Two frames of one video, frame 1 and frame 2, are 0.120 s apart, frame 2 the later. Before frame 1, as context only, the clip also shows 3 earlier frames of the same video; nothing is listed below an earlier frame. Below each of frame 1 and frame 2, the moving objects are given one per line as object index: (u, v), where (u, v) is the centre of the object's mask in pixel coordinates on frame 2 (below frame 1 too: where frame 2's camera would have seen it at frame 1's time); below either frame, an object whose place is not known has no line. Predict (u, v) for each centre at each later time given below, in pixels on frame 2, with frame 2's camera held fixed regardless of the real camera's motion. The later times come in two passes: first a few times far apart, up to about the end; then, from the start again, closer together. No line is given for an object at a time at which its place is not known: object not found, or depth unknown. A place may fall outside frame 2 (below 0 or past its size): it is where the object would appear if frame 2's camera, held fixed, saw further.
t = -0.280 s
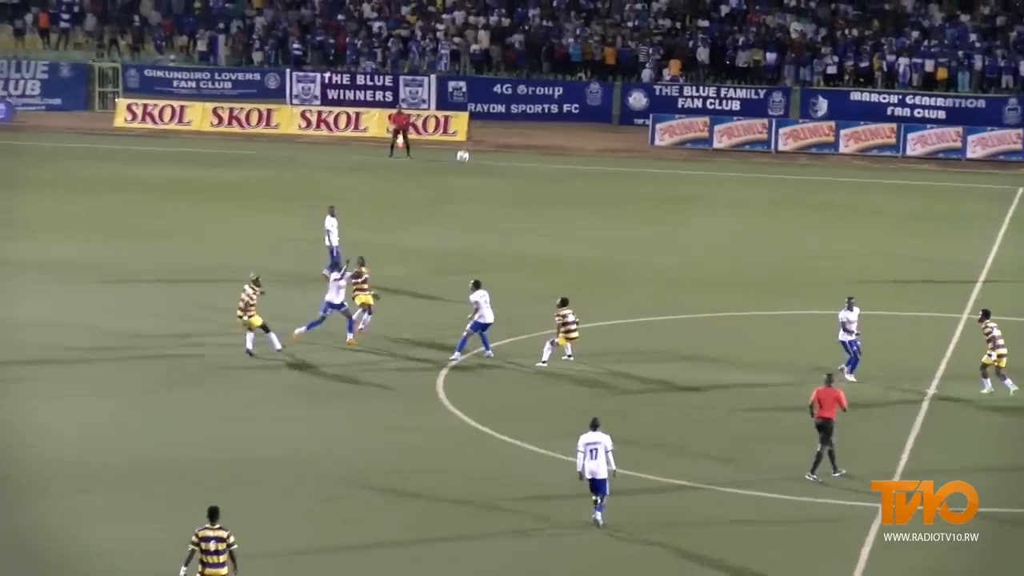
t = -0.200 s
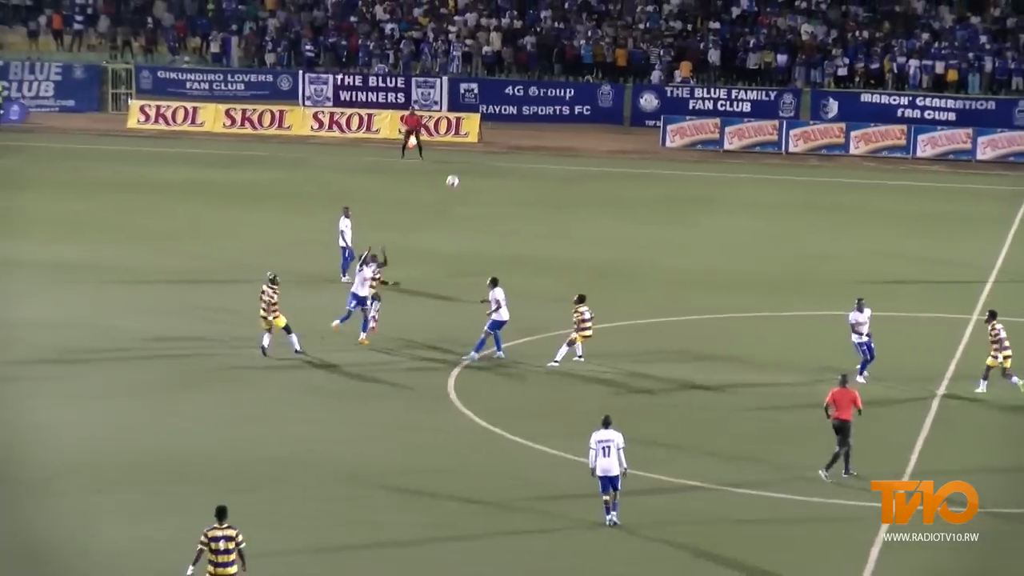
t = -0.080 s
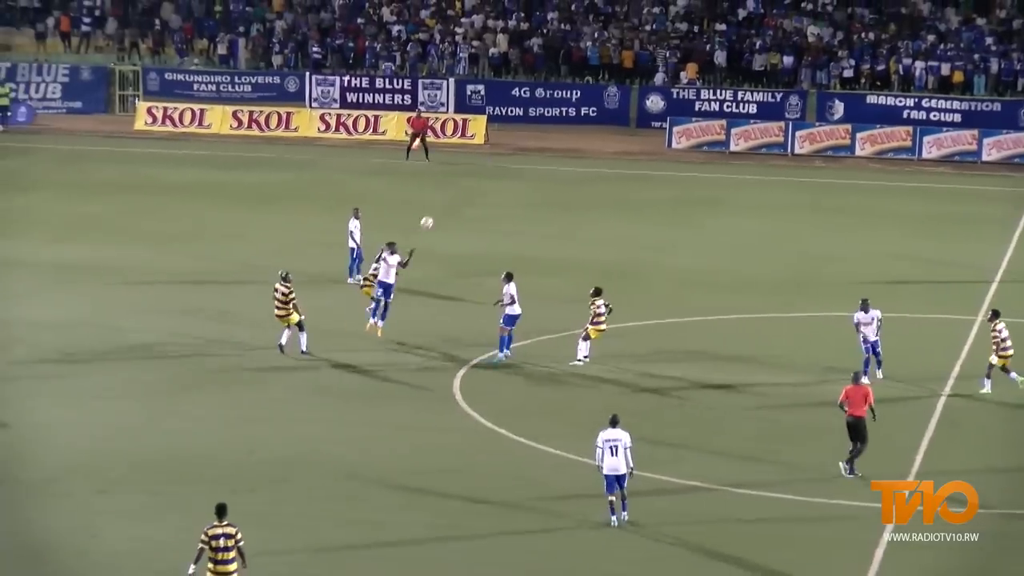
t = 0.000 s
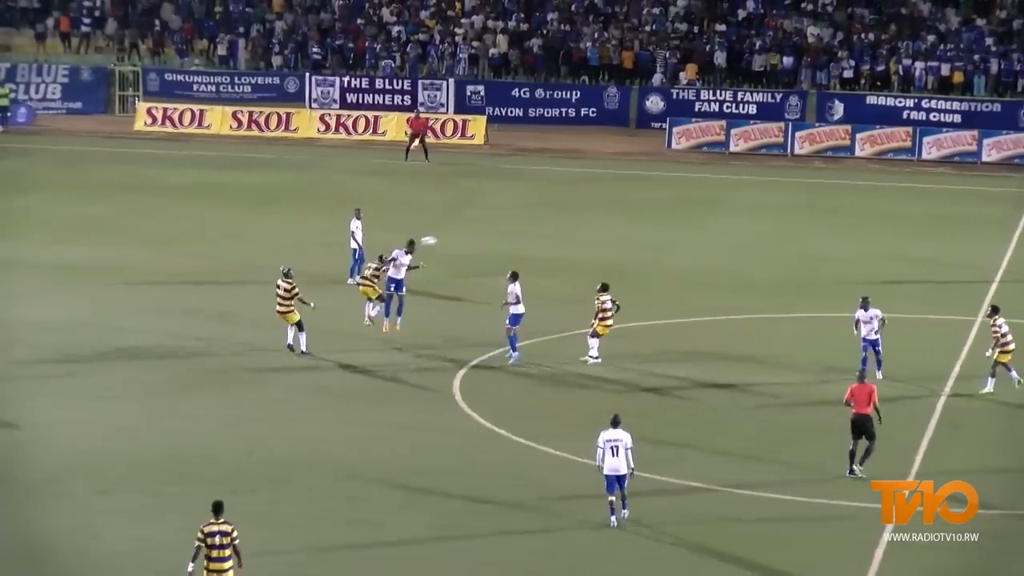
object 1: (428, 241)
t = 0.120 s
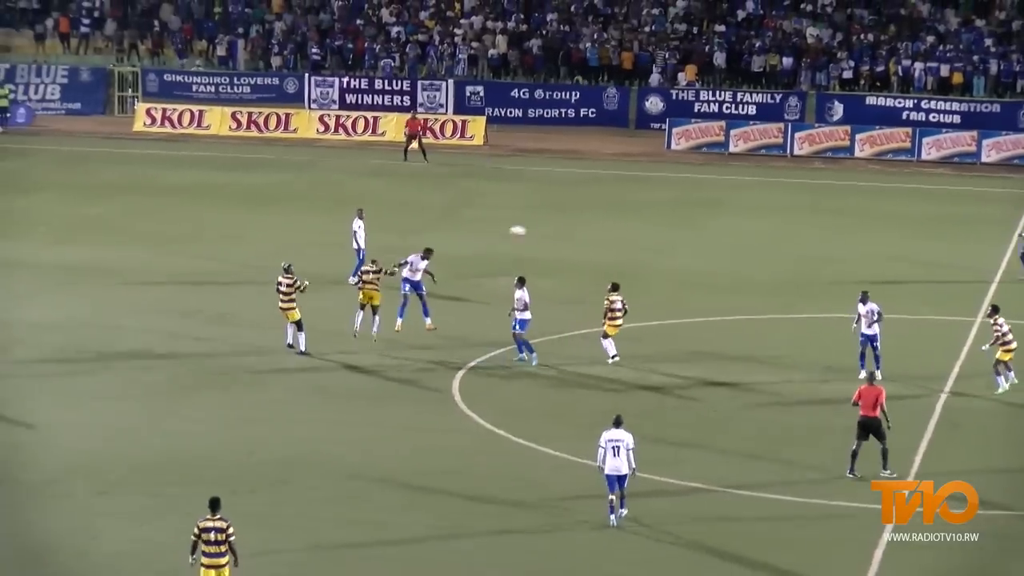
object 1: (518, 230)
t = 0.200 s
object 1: (577, 227)
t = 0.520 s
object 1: (807, 249)
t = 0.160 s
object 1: (547, 229)
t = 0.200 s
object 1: (577, 227)
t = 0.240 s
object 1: (607, 227)
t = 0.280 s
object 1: (635, 227)
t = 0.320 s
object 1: (664, 229)
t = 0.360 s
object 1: (693, 230)
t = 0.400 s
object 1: (722, 234)
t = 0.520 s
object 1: (807, 249)
